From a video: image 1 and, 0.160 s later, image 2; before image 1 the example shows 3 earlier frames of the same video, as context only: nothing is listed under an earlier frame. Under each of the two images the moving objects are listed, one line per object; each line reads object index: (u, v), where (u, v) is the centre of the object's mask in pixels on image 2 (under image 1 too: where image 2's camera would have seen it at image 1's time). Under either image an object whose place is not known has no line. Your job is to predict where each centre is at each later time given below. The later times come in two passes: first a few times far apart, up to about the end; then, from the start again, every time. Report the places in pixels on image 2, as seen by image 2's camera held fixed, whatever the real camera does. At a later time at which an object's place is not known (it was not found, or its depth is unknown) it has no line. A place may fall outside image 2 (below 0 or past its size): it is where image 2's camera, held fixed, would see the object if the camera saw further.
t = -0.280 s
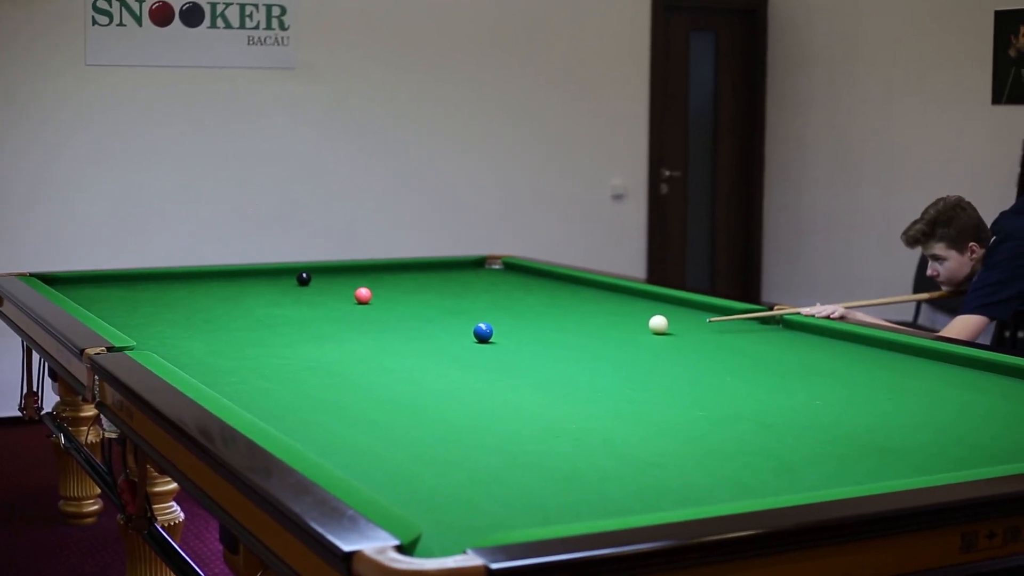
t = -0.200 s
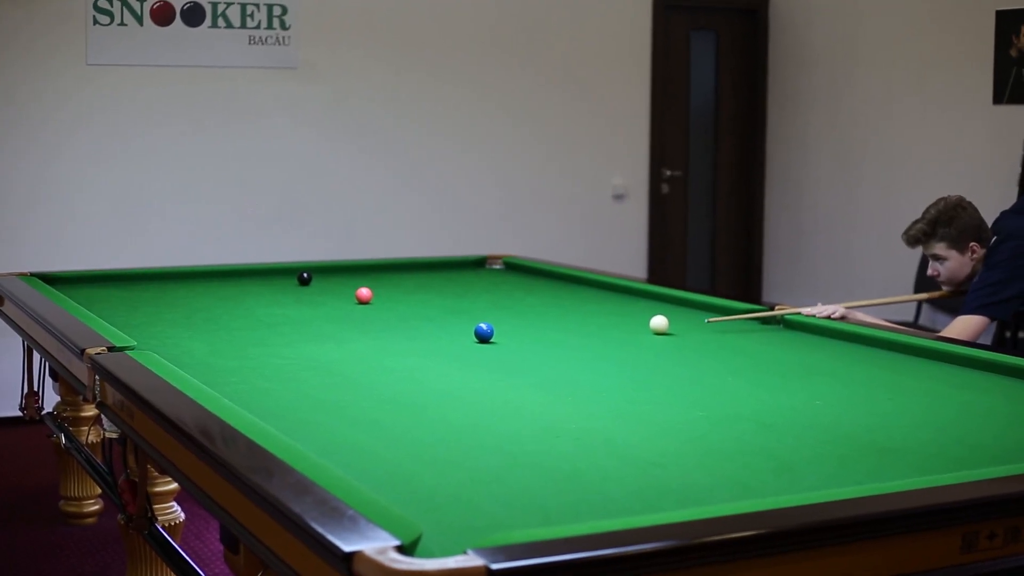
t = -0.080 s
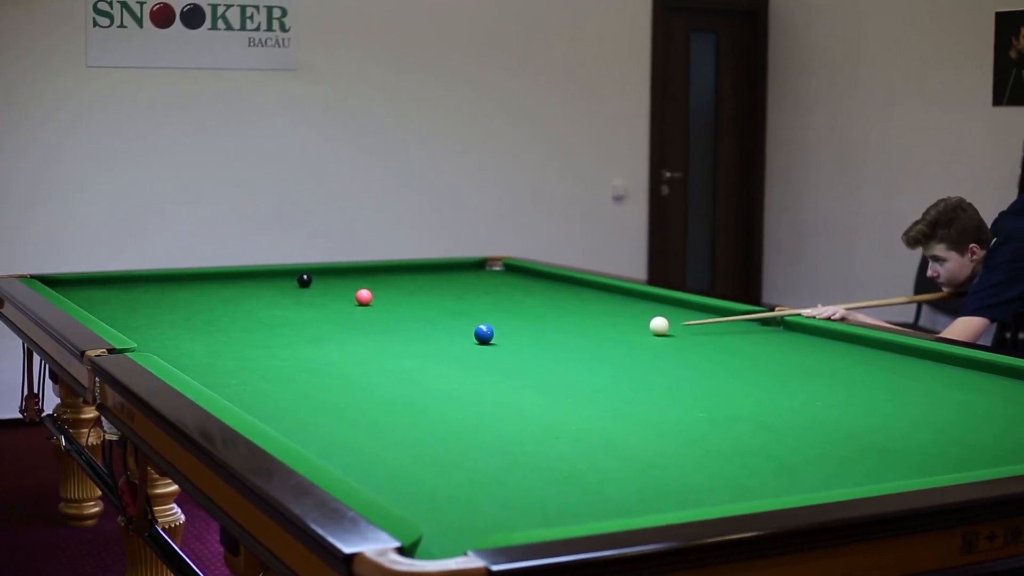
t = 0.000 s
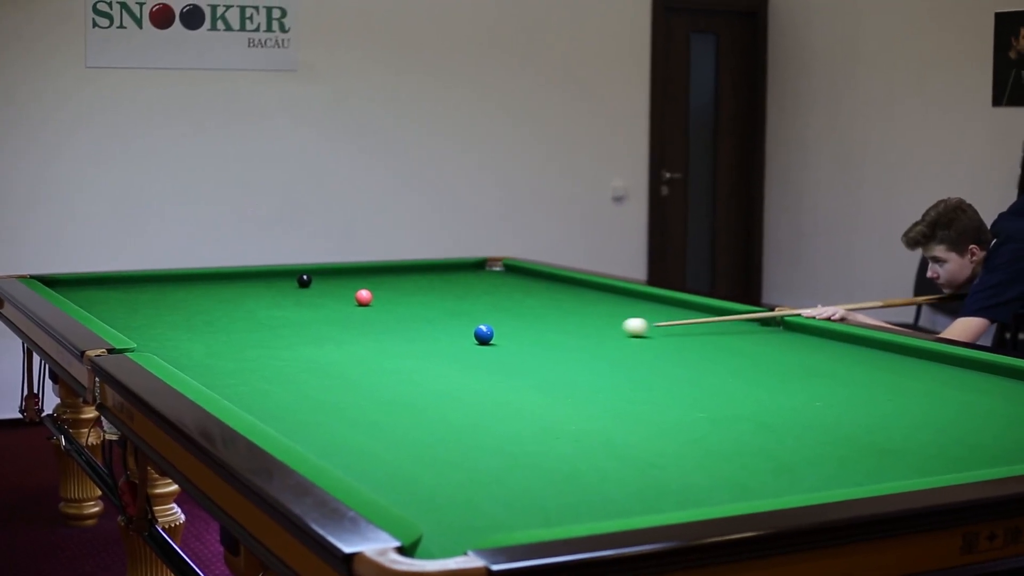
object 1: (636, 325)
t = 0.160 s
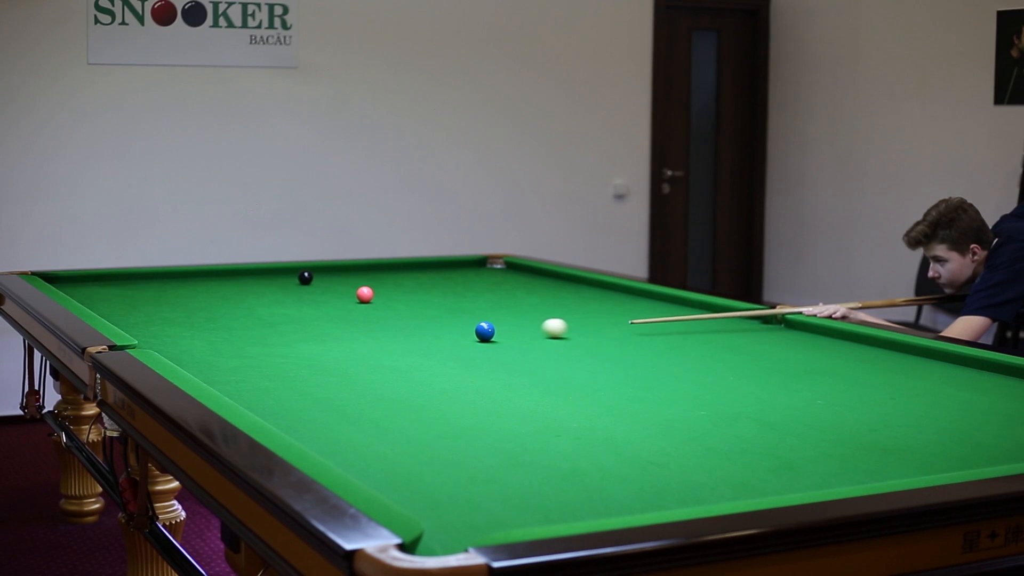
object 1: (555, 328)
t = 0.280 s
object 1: (502, 330)
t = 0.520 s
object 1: (473, 329)
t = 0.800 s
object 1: (434, 328)
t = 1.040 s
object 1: (404, 327)
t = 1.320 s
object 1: (372, 326)
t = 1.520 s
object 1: (351, 326)
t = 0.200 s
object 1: (536, 329)
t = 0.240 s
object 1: (517, 329)
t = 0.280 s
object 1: (502, 330)
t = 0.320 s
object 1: (499, 330)
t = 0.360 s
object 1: (495, 329)
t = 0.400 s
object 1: (490, 329)
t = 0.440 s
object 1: (484, 329)
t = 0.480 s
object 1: (478, 329)
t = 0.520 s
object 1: (473, 329)
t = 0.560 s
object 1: (467, 328)
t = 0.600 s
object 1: (462, 328)
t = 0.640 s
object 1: (456, 328)
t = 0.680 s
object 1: (450, 328)
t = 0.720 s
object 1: (445, 328)
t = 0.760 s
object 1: (440, 328)
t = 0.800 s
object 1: (434, 328)
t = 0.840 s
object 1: (429, 328)
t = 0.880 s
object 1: (424, 327)
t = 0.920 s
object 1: (419, 327)
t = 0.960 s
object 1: (414, 327)
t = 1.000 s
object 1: (409, 327)
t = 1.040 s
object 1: (404, 327)
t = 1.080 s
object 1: (399, 327)
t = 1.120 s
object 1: (395, 327)
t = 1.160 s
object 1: (390, 327)
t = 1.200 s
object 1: (385, 327)
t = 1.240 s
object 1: (381, 327)
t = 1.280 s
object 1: (376, 326)
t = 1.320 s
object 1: (372, 326)
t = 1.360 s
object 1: (367, 326)
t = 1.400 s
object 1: (363, 326)
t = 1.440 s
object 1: (359, 326)
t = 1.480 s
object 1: (355, 326)
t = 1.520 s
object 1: (351, 326)
